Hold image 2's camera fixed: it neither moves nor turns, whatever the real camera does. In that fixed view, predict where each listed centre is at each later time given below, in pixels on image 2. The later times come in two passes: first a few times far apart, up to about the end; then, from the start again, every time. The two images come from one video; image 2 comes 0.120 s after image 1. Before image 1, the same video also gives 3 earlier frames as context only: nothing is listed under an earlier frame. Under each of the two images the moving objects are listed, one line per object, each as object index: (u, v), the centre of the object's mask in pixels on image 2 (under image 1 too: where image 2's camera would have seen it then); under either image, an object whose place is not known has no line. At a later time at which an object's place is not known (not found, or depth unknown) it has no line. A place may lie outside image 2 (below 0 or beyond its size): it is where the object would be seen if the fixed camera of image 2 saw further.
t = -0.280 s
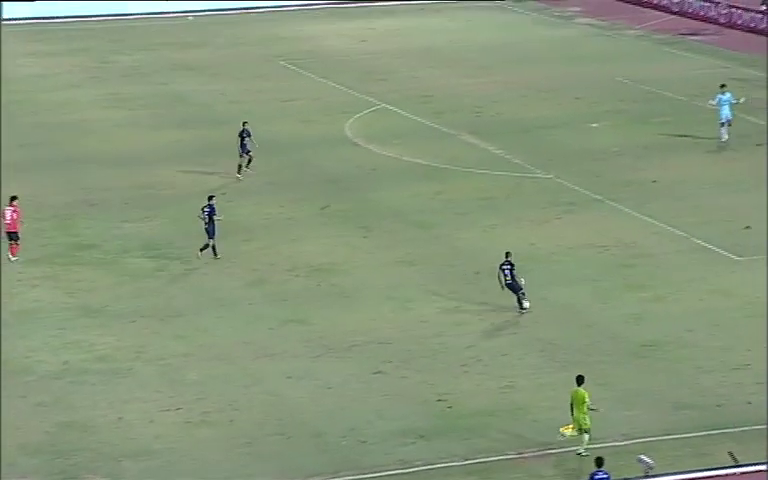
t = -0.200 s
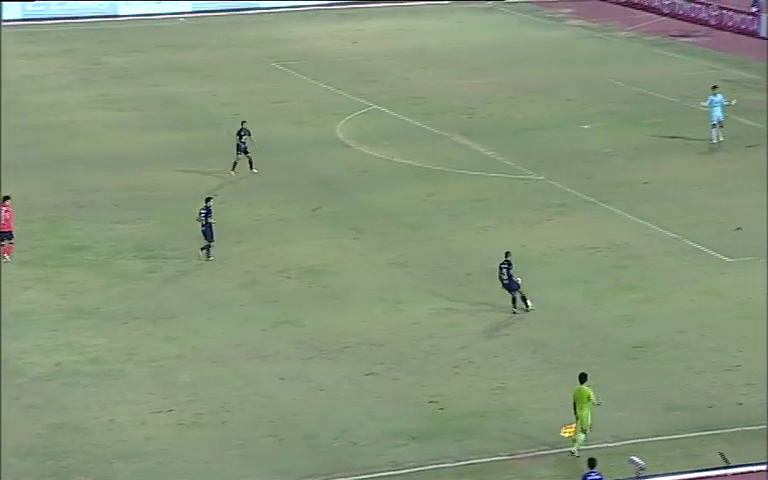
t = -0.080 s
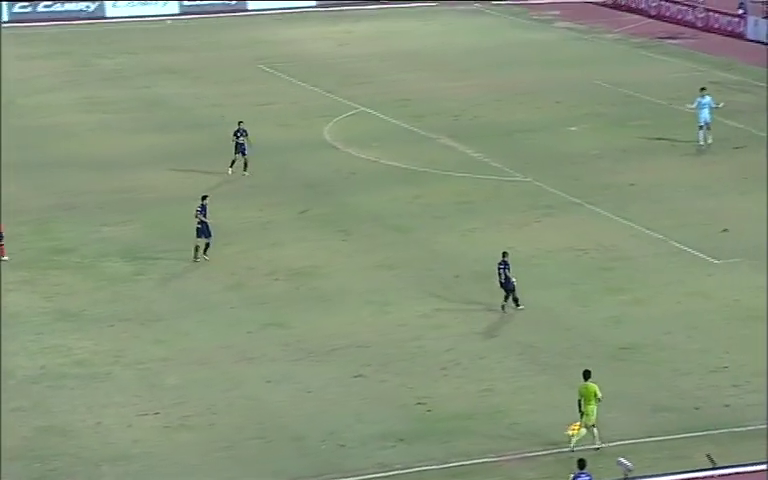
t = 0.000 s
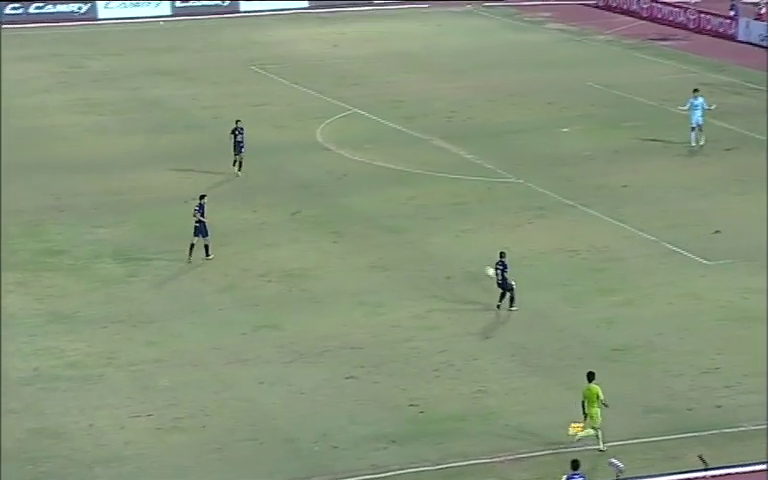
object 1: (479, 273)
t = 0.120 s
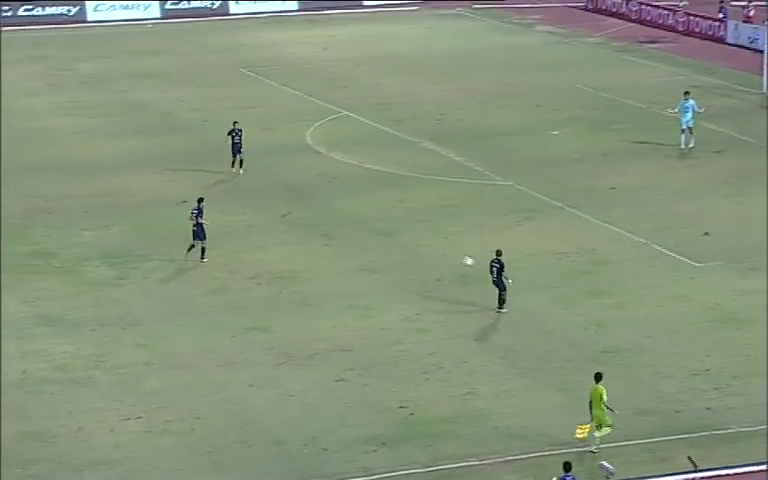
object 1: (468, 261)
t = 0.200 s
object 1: (460, 256)
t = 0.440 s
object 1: (439, 229)
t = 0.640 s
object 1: (423, 218)
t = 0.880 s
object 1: (409, 204)
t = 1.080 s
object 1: (398, 195)
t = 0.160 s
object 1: (464, 258)
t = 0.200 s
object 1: (460, 256)
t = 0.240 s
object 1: (456, 250)
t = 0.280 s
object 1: (452, 244)
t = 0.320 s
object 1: (449, 239)
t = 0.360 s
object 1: (445, 235)
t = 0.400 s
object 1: (442, 232)
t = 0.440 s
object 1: (439, 229)
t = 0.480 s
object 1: (436, 227)
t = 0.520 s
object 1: (433, 225)
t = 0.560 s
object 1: (428, 224)
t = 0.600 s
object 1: (426, 221)
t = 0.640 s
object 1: (423, 218)
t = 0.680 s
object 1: (421, 215)
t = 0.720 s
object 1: (419, 213)
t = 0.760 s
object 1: (416, 211)
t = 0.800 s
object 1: (414, 209)
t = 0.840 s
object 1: (411, 206)
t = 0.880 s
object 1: (409, 204)
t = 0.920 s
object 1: (407, 202)
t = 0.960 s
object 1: (405, 201)
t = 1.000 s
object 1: (402, 198)
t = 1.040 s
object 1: (400, 196)
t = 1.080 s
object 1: (398, 195)
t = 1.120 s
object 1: (396, 192)
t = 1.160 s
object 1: (394, 190)
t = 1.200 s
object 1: (391, 188)
